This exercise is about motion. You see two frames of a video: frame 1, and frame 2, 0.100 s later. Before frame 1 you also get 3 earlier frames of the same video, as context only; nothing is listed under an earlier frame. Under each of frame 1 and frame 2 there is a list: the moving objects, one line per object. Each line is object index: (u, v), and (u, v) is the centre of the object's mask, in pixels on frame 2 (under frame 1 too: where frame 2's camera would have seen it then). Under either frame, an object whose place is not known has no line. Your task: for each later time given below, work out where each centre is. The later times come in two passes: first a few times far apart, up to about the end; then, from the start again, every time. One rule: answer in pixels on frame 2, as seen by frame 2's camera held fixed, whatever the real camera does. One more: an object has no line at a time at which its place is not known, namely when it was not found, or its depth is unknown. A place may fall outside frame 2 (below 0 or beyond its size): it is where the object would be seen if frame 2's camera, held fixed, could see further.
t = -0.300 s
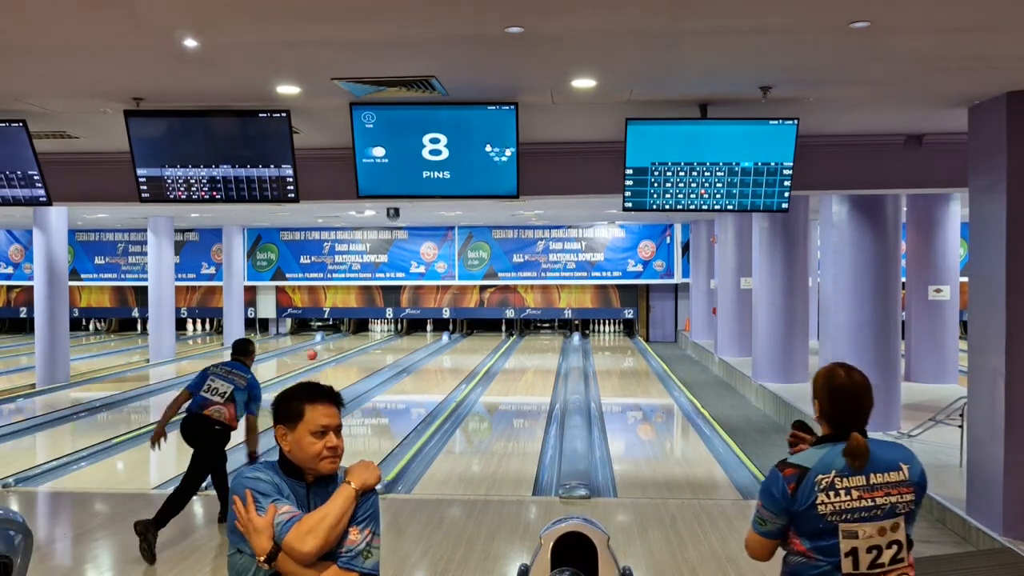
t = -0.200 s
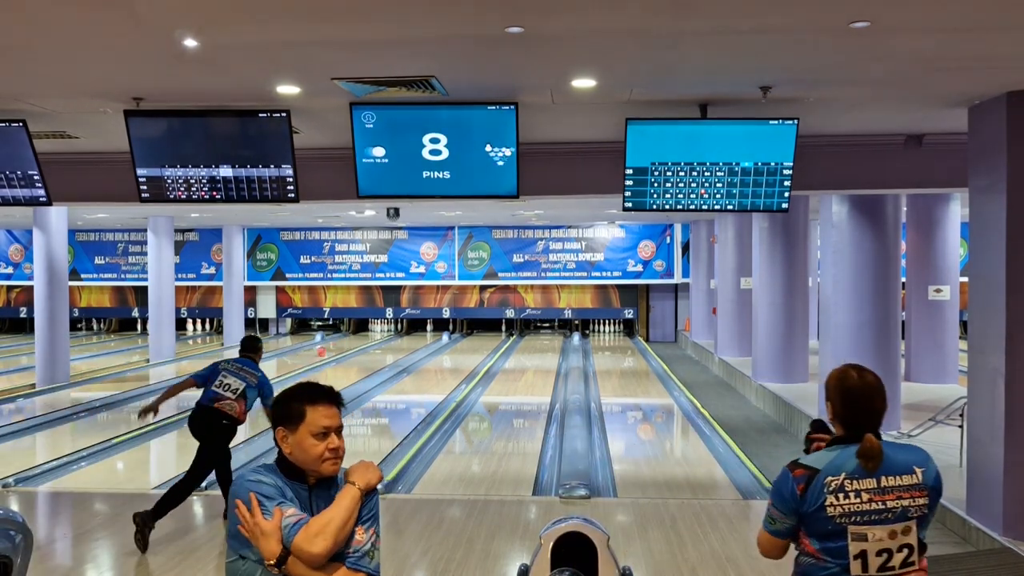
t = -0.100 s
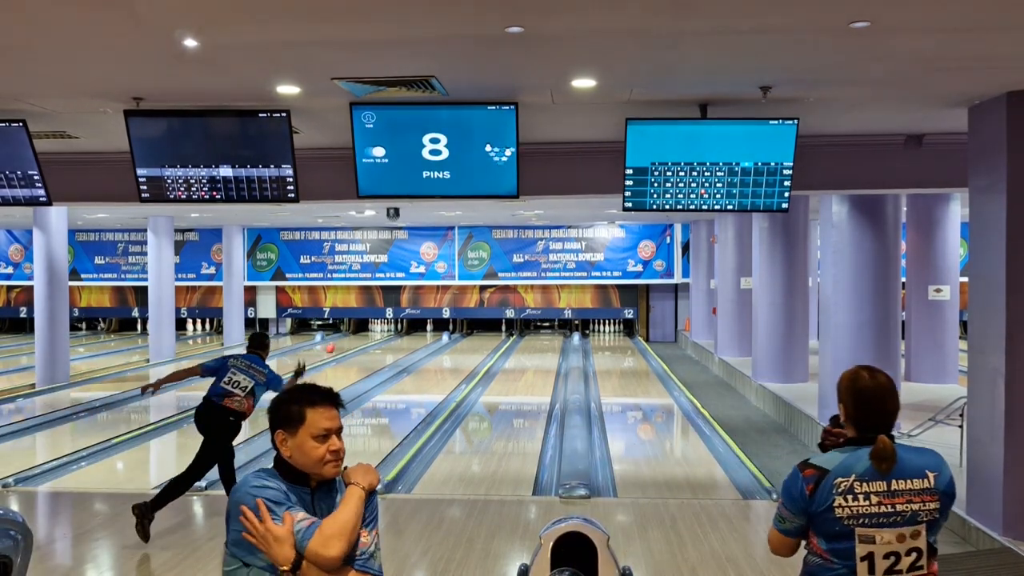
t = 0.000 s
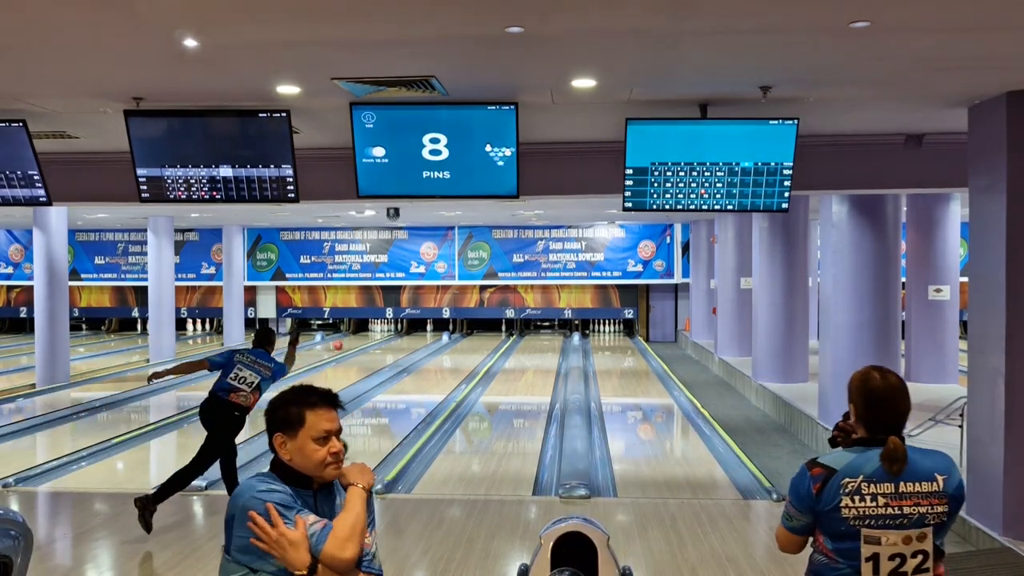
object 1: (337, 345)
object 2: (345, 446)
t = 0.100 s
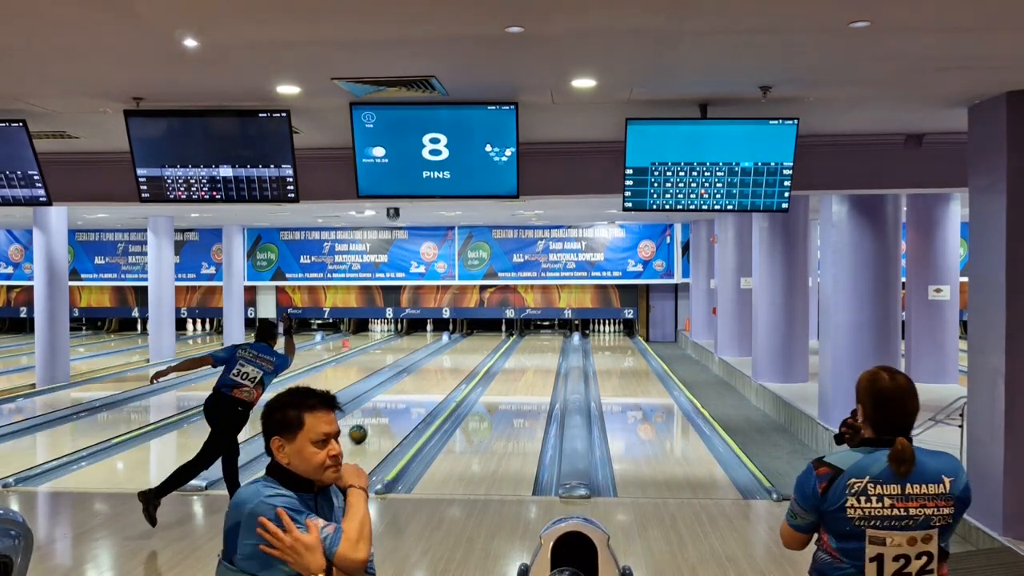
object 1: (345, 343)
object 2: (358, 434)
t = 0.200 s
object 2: (375, 422)
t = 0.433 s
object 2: (406, 399)
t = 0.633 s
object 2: (427, 384)
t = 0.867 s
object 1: (383, 328)
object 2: (445, 371)
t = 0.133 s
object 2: (364, 430)
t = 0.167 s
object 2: (370, 426)
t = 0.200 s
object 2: (375, 422)
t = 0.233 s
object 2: (380, 418)
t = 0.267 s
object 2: (385, 414)
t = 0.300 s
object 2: (390, 410)
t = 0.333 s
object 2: (394, 407)
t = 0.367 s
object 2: (398, 405)
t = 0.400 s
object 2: (402, 402)
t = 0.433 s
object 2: (406, 399)
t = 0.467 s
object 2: (410, 396)
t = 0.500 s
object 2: (413, 394)
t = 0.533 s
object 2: (417, 391)
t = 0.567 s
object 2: (420, 389)
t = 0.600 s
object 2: (423, 387)
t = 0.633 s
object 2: (427, 384)
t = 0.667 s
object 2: (429, 382)
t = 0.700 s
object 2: (432, 380)
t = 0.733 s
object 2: (435, 378)
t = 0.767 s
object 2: (437, 376)
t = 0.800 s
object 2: (440, 374)
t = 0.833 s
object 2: (443, 373)
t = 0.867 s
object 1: (383, 328)
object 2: (445, 371)
